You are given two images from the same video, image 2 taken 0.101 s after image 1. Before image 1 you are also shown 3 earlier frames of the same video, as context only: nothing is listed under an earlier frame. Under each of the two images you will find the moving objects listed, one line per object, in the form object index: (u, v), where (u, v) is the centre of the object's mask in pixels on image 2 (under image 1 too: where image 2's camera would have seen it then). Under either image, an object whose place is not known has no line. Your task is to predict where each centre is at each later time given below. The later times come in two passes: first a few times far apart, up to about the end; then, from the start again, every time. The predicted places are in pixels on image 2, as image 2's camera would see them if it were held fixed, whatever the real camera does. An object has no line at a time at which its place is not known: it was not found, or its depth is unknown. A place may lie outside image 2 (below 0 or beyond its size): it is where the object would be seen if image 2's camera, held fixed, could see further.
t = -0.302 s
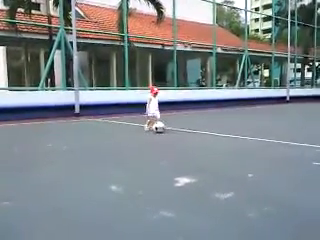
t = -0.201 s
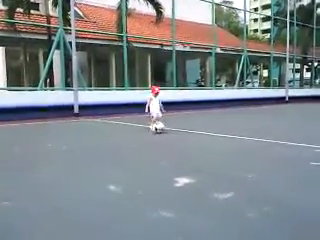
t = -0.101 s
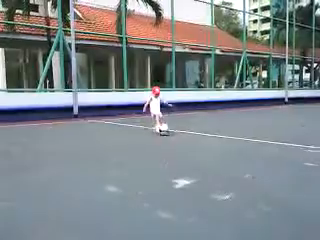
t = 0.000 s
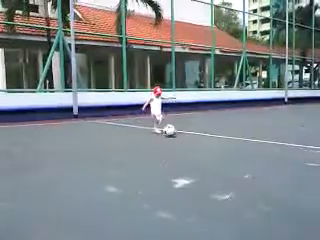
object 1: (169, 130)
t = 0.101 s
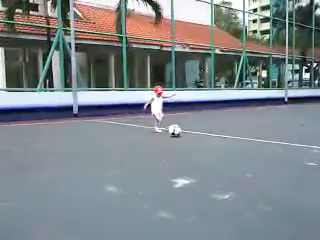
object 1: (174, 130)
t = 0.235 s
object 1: (181, 132)
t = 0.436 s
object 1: (192, 134)
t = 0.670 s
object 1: (206, 136)
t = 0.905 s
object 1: (219, 140)
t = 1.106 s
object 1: (232, 142)
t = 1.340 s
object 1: (248, 146)
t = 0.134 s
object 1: (176, 131)
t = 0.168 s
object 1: (177, 131)
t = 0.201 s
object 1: (179, 132)
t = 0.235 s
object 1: (181, 132)
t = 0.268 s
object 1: (182, 132)
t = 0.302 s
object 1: (185, 133)
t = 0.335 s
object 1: (188, 133)
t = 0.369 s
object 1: (189, 133)
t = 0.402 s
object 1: (191, 134)
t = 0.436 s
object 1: (192, 134)
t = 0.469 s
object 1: (194, 135)
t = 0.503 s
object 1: (196, 135)
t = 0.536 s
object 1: (198, 135)
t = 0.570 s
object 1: (200, 136)
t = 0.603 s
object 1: (202, 136)
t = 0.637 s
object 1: (205, 136)
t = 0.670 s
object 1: (206, 136)
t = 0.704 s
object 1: (207, 137)
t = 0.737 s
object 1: (210, 138)
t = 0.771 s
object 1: (211, 138)
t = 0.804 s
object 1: (213, 138)
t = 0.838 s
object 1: (215, 139)
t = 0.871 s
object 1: (217, 140)
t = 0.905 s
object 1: (219, 140)
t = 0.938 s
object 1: (222, 140)
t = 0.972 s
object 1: (224, 141)
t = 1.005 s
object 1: (226, 141)
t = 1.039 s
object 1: (228, 141)
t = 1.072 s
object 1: (230, 141)
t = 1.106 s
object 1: (232, 142)
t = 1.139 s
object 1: (234, 143)
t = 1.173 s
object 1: (236, 143)
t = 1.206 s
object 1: (238, 143)
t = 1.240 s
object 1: (240, 144)
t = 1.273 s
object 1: (243, 144)
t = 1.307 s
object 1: (246, 145)
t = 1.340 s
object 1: (248, 146)
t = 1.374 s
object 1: (250, 147)
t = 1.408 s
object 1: (253, 147)
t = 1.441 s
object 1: (256, 147)
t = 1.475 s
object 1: (258, 148)
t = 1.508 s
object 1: (260, 149)
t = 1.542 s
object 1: (263, 148)
